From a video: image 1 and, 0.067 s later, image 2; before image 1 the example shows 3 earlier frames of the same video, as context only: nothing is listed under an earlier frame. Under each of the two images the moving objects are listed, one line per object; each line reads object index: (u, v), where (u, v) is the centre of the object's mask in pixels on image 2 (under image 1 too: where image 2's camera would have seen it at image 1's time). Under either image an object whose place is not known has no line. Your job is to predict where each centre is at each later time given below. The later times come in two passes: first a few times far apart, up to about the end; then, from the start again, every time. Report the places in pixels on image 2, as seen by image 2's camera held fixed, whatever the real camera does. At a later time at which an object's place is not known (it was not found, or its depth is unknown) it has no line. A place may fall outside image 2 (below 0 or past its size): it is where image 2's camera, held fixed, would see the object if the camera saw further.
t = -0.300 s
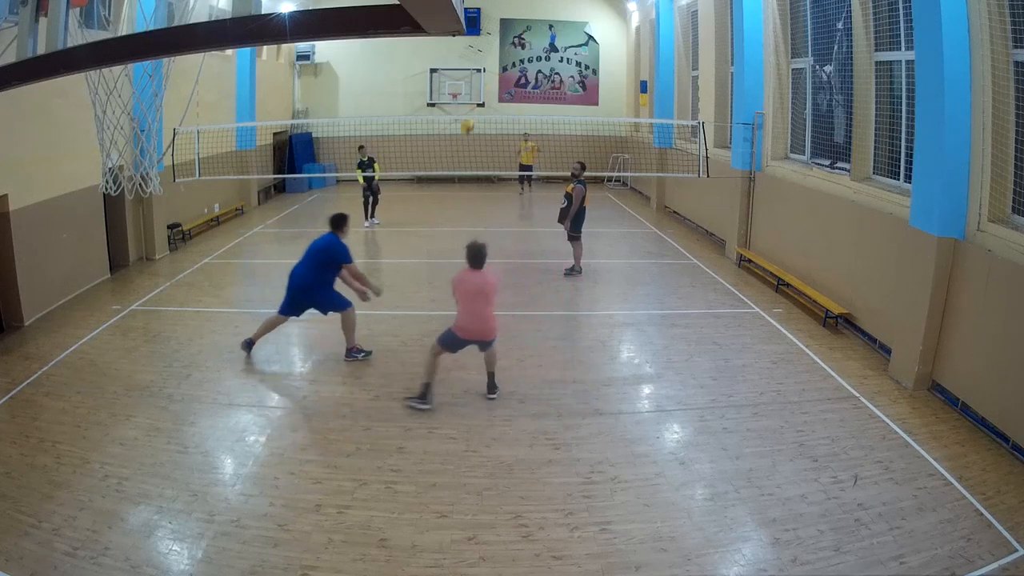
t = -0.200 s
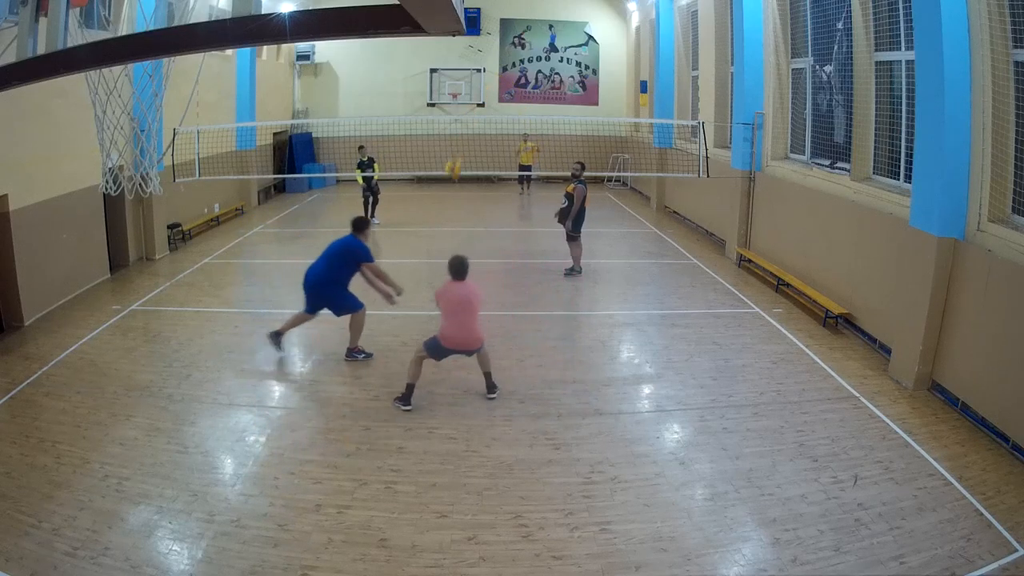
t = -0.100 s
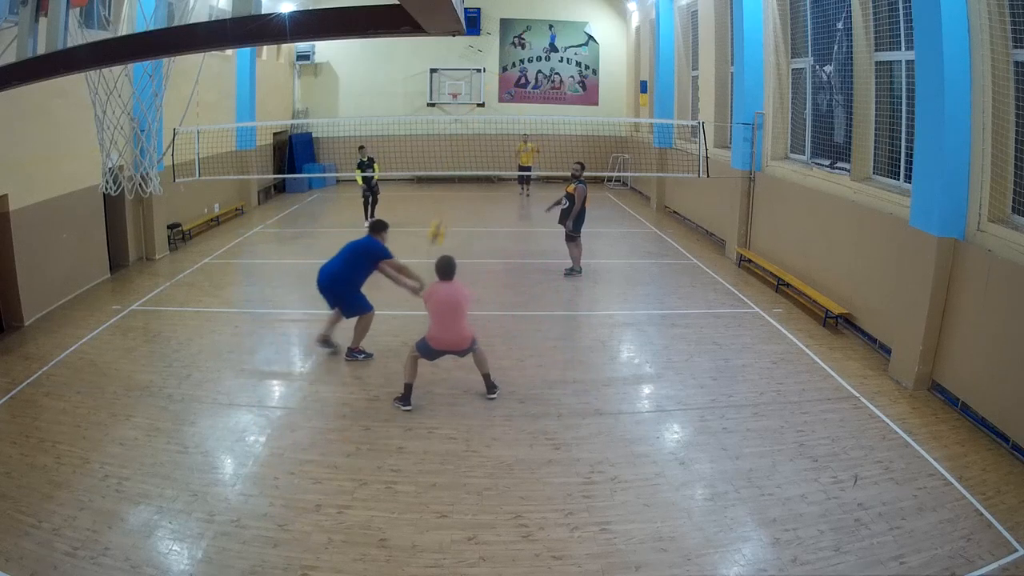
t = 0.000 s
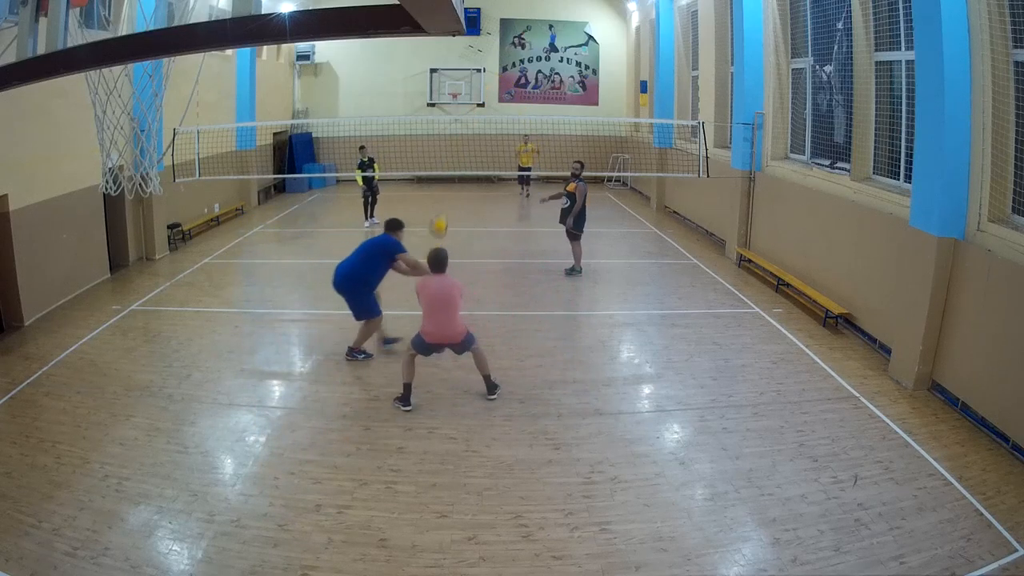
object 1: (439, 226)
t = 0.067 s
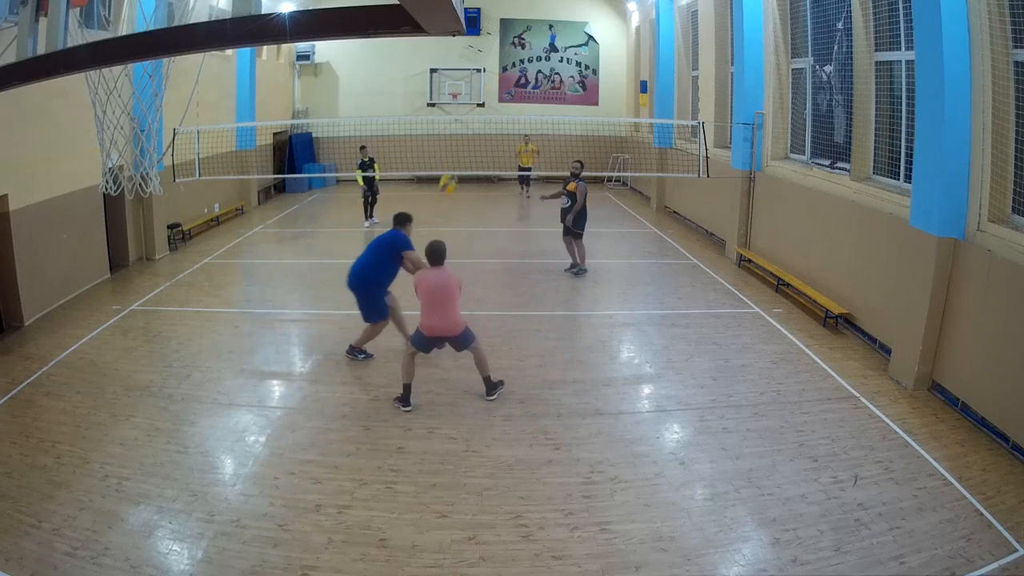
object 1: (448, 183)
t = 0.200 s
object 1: (467, 119)
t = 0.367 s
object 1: (485, 68)
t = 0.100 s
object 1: (452, 164)
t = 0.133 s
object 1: (457, 146)
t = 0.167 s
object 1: (462, 133)
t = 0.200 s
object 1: (467, 119)
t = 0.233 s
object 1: (470, 107)
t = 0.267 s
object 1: (474, 94)
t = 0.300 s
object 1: (477, 85)
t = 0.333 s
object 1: (481, 76)
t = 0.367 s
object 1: (485, 68)
